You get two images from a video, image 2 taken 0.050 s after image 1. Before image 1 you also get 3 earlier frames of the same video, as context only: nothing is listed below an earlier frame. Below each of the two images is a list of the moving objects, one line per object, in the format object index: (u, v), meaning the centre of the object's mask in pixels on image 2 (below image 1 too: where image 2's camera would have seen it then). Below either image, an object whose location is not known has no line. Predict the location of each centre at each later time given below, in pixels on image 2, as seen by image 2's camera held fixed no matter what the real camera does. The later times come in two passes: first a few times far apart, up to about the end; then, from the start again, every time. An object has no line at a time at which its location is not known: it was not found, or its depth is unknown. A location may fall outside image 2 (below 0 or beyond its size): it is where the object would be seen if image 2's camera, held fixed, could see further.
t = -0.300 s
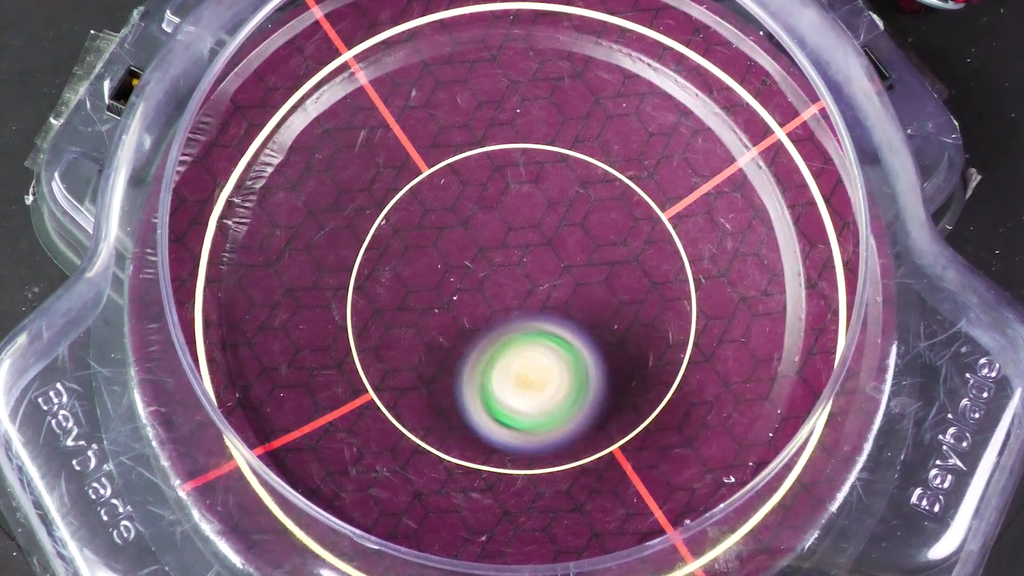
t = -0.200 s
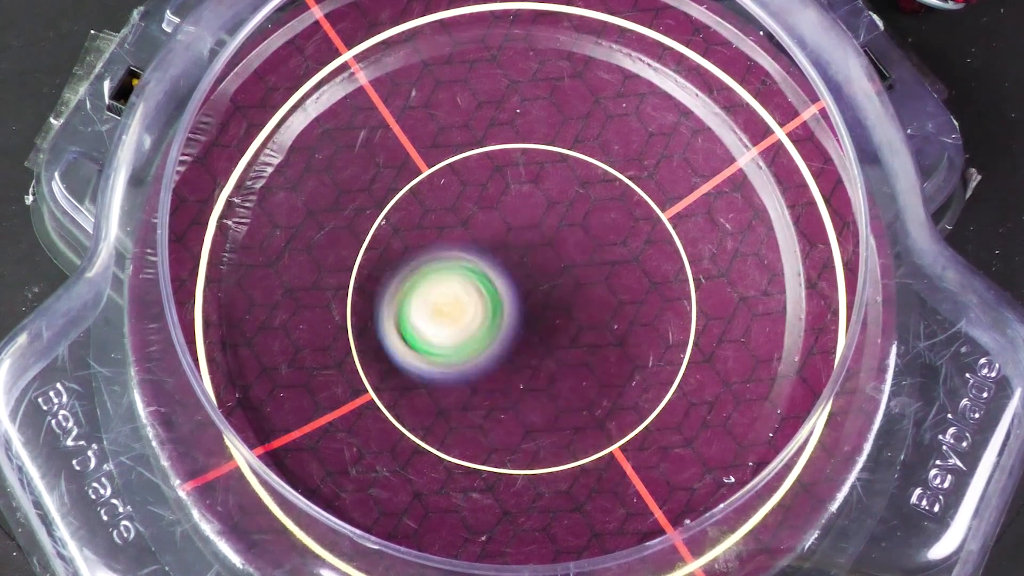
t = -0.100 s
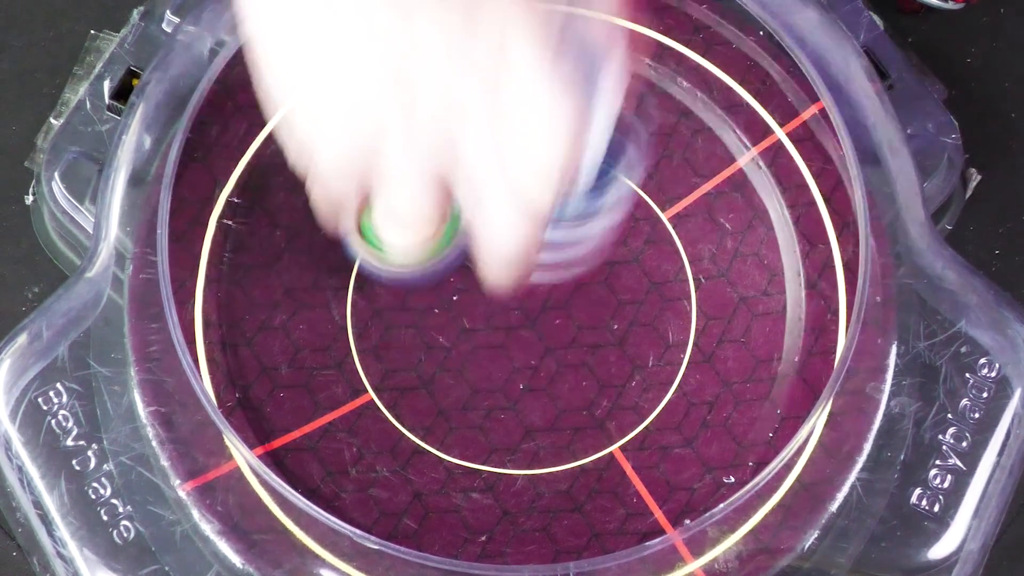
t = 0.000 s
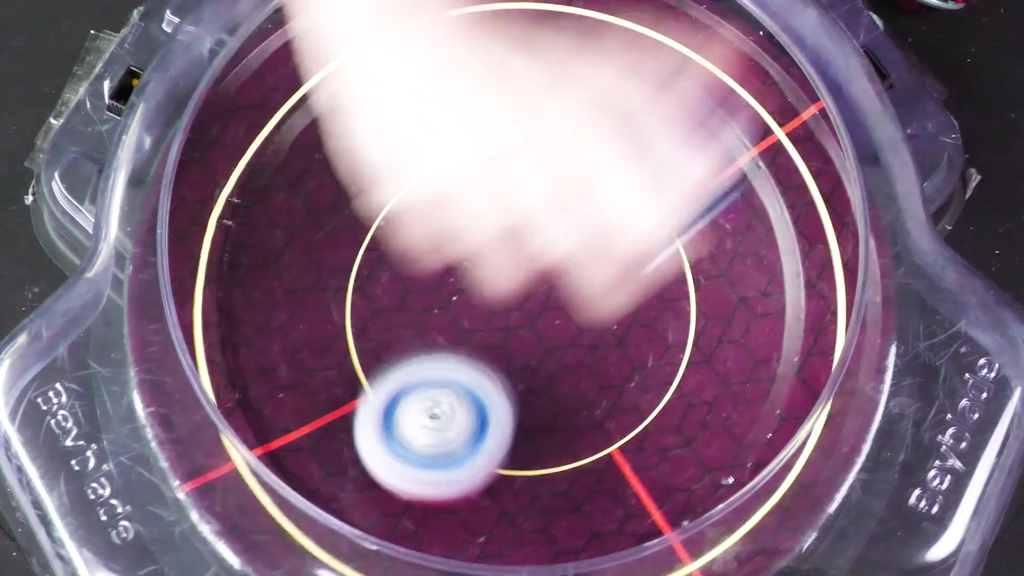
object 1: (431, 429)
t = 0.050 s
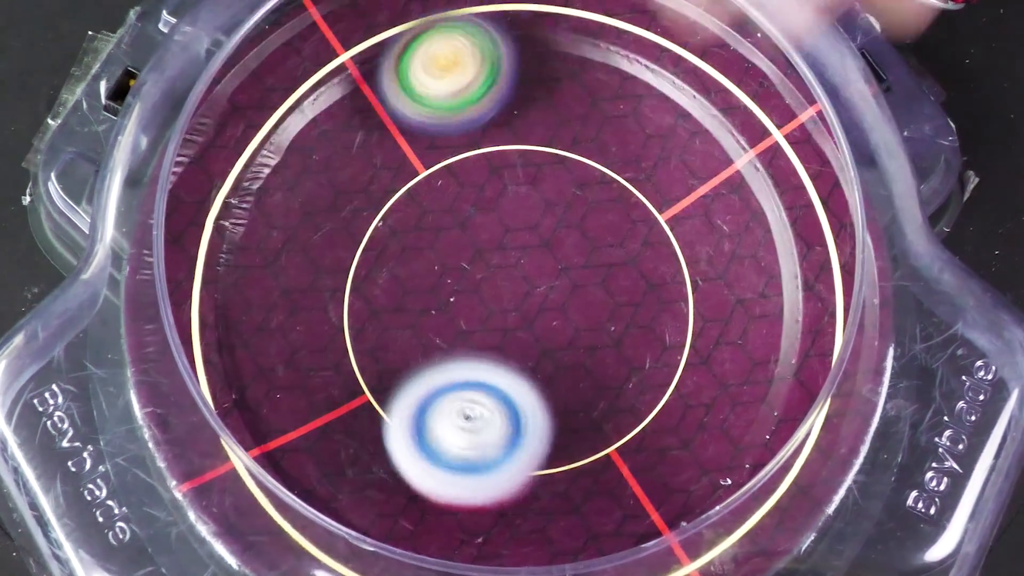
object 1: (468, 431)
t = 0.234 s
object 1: (641, 434)
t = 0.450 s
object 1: (699, 494)
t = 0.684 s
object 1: (435, 472)
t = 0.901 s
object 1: (393, 423)
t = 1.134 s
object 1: (445, 365)
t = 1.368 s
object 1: (565, 289)
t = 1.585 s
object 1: (526, 322)
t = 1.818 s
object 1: (446, 360)
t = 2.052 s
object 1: (432, 174)
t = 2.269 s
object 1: (462, 89)
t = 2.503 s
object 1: (540, 194)
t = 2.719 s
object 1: (405, 302)
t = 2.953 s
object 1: (263, 193)
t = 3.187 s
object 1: (363, 108)
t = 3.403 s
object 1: (449, 240)
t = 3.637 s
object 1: (351, 391)
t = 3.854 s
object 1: (238, 331)
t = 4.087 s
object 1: (336, 198)
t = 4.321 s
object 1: (419, 299)
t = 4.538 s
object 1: (381, 408)
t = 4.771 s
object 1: (293, 341)
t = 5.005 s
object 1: (497, 251)
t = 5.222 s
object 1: (661, 361)
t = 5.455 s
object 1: (603, 520)
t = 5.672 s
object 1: (419, 434)
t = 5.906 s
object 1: (456, 218)
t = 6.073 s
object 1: (531, 147)
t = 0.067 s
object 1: (480, 435)
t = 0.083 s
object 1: (492, 441)
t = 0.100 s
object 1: (504, 449)
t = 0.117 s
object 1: (517, 457)
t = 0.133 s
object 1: (533, 454)
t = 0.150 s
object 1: (554, 449)
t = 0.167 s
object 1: (572, 446)
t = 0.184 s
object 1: (590, 444)
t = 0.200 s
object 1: (607, 440)
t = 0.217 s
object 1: (624, 437)
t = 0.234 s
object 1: (641, 434)
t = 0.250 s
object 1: (657, 432)
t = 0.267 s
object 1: (670, 429)
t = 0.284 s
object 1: (684, 426)
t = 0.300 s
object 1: (695, 424)
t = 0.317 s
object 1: (705, 423)
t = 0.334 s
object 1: (713, 422)
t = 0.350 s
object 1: (720, 421)
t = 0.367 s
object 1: (726, 421)
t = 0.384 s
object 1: (730, 420)
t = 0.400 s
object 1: (734, 421)
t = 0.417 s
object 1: (735, 438)
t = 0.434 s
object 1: (720, 468)
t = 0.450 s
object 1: (699, 494)
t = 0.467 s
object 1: (681, 513)
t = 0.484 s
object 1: (662, 528)
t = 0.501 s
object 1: (644, 538)
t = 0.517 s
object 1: (617, 540)
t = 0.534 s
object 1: (590, 540)
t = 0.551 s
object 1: (567, 539)
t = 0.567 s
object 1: (548, 537)
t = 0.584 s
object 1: (527, 533)
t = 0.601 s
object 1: (509, 530)
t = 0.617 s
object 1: (490, 525)
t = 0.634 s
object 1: (474, 517)
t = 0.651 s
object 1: (459, 506)
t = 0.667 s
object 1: (448, 491)
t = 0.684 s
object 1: (435, 472)
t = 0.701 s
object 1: (426, 450)
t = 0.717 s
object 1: (419, 425)
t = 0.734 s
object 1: (414, 398)
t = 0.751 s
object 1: (414, 371)
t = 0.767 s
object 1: (416, 344)
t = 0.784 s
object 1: (420, 317)
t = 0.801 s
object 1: (424, 296)
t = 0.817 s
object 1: (417, 316)
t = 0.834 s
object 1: (409, 341)
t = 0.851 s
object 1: (401, 367)
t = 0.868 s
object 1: (398, 388)
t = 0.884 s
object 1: (394, 407)
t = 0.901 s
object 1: (393, 423)
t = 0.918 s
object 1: (391, 442)
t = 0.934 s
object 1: (392, 456)
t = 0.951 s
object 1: (394, 465)
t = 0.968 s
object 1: (396, 469)
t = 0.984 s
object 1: (398, 469)
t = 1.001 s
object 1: (400, 468)
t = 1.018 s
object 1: (404, 462)
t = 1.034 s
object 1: (406, 455)
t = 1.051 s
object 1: (409, 443)
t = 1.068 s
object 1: (413, 431)
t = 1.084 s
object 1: (418, 416)
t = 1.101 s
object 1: (425, 398)
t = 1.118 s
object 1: (434, 381)
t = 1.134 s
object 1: (445, 365)
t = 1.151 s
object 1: (458, 347)
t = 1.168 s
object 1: (473, 330)
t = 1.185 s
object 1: (487, 316)
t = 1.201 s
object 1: (496, 305)
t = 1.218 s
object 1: (499, 300)
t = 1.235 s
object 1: (503, 296)
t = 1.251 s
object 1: (510, 292)
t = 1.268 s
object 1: (517, 288)
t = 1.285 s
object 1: (524, 287)
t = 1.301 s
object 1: (533, 285)
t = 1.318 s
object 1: (543, 284)
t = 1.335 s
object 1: (552, 284)
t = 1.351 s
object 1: (562, 286)
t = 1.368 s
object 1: (565, 289)
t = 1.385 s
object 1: (555, 292)
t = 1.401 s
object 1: (544, 297)
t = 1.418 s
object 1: (535, 300)
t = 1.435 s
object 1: (527, 304)
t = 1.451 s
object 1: (521, 307)
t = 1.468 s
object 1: (517, 310)
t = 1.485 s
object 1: (515, 313)
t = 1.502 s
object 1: (513, 315)
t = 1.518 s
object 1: (513, 317)
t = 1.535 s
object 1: (515, 319)
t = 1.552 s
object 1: (518, 320)
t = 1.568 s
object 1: (521, 321)
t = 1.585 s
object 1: (526, 322)
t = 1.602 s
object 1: (531, 323)
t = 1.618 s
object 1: (537, 326)
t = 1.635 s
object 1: (542, 328)
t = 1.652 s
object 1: (548, 331)
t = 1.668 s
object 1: (554, 335)
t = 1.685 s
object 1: (552, 342)
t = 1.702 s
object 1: (541, 349)
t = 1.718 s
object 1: (526, 358)
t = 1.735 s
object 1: (513, 363)
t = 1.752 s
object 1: (499, 367)
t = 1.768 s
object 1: (485, 368)
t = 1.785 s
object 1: (471, 367)
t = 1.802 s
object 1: (457, 364)
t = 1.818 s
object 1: (446, 360)
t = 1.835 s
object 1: (434, 353)
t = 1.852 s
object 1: (423, 344)
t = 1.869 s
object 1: (414, 333)
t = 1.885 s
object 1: (405, 321)
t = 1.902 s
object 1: (399, 308)
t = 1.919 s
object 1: (396, 294)
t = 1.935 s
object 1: (393, 279)
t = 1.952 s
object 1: (394, 263)
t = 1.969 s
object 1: (395, 246)
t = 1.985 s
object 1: (399, 232)
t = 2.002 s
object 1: (406, 217)
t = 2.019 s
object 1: (416, 201)
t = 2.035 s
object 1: (426, 187)
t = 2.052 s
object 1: (432, 174)
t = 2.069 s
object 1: (422, 161)
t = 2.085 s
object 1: (413, 150)
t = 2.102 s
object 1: (407, 140)
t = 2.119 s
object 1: (403, 129)
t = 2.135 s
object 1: (401, 120)
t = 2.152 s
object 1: (403, 114)
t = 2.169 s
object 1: (406, 108)
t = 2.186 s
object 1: (411, 104)
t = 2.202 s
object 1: (418, 100)
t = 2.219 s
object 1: (427, 96)
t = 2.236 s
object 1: (437, 93)
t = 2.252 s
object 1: (449, 91)
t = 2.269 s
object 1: (462, 89)
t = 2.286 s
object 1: (478, 88)
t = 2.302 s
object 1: (493, 89)
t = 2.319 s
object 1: (510, 92)
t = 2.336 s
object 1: (527, 97)
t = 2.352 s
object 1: (544, 103)
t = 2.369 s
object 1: (553, 110)
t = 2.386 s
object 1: (551, 115)
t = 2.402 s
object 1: (549, 124)
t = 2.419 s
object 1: (549, 133)
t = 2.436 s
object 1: (549, 143)
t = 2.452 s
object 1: (549, 155)
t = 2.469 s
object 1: (547, 168)
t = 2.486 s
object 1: (544, 181)
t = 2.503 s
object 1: (540, 194)
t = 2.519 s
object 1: (533, 209)
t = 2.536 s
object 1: (526, 224)
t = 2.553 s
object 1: (518, 236)
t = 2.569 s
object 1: (508, 248)
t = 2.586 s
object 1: (498, 259)
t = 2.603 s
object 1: (488, 268)
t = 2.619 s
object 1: (476, 278)
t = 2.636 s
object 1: (466, 285)
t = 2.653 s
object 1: (454, 291)
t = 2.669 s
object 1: (442, 296)
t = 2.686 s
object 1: (430, 299)
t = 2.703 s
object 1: (418, 301)
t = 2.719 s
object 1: (405, 302)
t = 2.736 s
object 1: (393, 301)
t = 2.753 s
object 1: (380, 299)
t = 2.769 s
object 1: (369, 296)
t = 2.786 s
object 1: (359, 291)
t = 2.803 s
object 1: (348, 285)
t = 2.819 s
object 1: (337, 278)
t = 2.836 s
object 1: (323, 270)
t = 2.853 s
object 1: (310, 262)
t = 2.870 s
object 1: (299, 252)
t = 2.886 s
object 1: (290, 243)
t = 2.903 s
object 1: (280, 231)
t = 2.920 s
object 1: (272, 219)
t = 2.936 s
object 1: (267, 206)
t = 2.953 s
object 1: (263, 193)
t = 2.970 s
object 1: (261, 179)
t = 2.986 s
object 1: (261, 165)
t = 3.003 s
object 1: (267, 152)
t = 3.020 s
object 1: (275, 141)
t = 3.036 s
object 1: (286, 131)
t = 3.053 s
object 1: (293, 123)
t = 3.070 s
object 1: (294, 115)
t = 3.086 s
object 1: (297, 110)
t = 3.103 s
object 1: (304, 107)
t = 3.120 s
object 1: (314, 106)
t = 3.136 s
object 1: (327, 106)
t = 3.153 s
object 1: (339, 106)
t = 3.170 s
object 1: (351, 107)
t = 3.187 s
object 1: (363, 108)
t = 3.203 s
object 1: (375, 110)
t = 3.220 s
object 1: (386, 113)
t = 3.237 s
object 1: (397, 118)
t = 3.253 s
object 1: (406, 123)
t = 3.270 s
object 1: (416, 131)
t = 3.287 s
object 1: (424, 142)
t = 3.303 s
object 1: (432, 153)
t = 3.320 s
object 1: (437, 165)
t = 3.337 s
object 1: (443, 179)
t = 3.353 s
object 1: (447, 193)
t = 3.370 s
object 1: (449, 209)
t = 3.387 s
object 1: (449, 224)
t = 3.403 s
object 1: (449, 240)
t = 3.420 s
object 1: (446, 256)
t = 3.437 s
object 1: (444, 271)
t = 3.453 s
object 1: (440, 286)
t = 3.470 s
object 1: (436, 300)
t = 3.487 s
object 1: (431, 313)
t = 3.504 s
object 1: (424, 326)
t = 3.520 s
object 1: (417, 338)
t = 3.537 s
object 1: (410, 349)
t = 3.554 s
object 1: (401, 360)
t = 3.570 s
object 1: (392, 368)
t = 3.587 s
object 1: (382, 376)
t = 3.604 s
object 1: (372, 383)
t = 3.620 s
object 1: (362, 388)
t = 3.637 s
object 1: (351, 391)
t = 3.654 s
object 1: (341, 394)
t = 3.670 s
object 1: (329, 395)
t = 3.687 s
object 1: (319, 395)
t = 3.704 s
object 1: (309, 394)
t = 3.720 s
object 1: (299, 392)
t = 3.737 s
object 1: (290, 388)
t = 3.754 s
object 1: (280, 383)
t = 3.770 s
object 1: (270, 377)
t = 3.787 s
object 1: (260, 370)
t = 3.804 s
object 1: (252, 363)
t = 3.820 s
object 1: (244, 353)
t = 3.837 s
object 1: (240, 343)
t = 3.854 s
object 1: (238, 331)
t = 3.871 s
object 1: (239, 318)
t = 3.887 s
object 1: (243, 304)
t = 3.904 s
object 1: (245, 291)
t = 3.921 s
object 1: (249, 278)
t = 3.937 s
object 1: (255, 264)
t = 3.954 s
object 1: (263, 251)
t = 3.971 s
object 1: (268, 241)
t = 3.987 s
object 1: (269, 230)
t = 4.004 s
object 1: (274, 221)
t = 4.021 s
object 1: (282, 213)
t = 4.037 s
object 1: (293, 206)
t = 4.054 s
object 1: (306, 201)
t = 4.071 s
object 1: (321, 198)
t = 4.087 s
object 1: (336, 198)
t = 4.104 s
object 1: (353, 198)
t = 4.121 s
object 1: (373, 202)
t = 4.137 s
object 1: (388, 205)
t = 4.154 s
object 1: (389, 208)
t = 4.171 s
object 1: (390, 210)
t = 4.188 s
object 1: (391, 214)
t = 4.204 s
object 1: (394, 220)
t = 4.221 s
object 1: (399, 229)
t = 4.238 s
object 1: (403, 239)
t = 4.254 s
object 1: (407, 249)
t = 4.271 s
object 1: (410, 261)
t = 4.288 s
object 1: (414, 273)
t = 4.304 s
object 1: (417, 286)
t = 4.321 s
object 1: (419, 299)
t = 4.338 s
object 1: (420, 311)
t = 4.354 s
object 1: (422, 322)
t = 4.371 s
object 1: (422, 335)
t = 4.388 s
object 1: (421, 346)
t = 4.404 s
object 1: (419, 355)
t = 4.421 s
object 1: (417, 365)
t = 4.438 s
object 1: (414, 374)
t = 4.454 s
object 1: (410, 382)
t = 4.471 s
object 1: (405, 389)
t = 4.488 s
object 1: (400, 394)
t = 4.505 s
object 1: (394, 400)
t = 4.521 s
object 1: (388, 404)
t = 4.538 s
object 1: (381, 408)
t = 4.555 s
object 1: (375, 412)
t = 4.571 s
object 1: (366, 414)
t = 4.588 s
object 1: (358, 414)
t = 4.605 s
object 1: (351, 415)
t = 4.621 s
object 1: (342, 414)
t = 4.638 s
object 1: (333, 412)
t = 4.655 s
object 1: (325, 408)
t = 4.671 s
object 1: (317, 404)
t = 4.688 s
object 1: (308, 397)
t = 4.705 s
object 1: (302, 387)
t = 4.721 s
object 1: (297, 378)
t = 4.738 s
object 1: (293, 368)
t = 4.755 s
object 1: (291, 353)
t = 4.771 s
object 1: (293, 341)
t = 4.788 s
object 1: (297, 329)
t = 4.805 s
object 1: (303, 315)
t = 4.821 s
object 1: (312, 302)
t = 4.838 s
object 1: (324, 292)
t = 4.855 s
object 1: (337, 281)
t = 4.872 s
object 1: (354, 272)
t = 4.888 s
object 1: (370, 265)
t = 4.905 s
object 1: (387, 260)
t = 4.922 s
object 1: (406, 256)
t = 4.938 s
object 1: (425, 252)
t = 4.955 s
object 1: (443, 251)
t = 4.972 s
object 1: (462, 249)
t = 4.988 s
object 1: (480, 250)
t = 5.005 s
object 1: (497, 251)
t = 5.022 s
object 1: (515, 252)
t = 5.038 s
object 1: (532, 255)
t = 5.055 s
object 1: (548, 259)
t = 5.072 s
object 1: (564, 265)
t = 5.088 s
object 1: (580, 272)
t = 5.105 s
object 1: (593, 279)
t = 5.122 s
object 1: (606, 289)
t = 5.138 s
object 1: (617, 299)
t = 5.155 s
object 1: (628, 309)
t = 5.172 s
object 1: (639, 321)
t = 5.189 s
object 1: (648, 334)
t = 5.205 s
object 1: (655, 346)
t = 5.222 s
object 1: (661, 361)
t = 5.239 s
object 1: (665, 374)
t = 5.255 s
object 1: (668, 387)
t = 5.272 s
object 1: (671, 401)
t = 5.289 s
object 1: (670, 415)
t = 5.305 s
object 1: (670, 428)
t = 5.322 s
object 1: (669, 442)
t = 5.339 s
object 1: (664, 454)
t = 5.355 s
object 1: (659, 464)
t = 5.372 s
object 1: (653, 476)
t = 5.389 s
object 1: (645, 489)
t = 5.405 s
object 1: (637, 500)
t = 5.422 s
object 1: (628, 509)
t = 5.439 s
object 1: (615, 515)
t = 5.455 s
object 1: (603, 520)
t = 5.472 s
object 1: (588, 525)
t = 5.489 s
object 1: (571, 527)
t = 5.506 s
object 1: (556, 529)
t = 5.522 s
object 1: (539, 528)
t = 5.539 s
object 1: (522, 525)
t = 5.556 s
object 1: (505, 523)
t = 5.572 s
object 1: (488, 518)
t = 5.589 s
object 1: (473, 510)
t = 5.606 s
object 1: (458, 499)
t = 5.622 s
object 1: (445, 484)
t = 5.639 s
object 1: (435, 470)
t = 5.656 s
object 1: (425, 452)
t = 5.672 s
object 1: (419, 434)
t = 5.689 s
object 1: (414, 417)
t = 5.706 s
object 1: (411, 395)
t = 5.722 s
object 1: (412, 378)
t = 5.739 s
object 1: (412, 360)
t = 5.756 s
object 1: (416, 341)
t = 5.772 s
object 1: (419, 324)
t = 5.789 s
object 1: (424, 304)
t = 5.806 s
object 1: (431, 290)
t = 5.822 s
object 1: (438, 274)
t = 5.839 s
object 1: (444, 261)
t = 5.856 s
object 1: (447, 251)
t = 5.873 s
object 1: (449, 240)
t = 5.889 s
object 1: (451, 230)
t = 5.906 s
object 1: (456, 218)
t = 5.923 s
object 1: (461, 209)
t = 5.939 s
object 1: (468, 201)
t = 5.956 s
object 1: (477, 192)
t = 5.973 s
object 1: (486, 186)
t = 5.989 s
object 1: (497, 179)
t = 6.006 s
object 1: (506, 174)
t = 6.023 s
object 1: (520, 168)
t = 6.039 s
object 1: (527, 163)
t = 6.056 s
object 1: (529, 154)
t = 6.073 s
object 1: (531, 147)
